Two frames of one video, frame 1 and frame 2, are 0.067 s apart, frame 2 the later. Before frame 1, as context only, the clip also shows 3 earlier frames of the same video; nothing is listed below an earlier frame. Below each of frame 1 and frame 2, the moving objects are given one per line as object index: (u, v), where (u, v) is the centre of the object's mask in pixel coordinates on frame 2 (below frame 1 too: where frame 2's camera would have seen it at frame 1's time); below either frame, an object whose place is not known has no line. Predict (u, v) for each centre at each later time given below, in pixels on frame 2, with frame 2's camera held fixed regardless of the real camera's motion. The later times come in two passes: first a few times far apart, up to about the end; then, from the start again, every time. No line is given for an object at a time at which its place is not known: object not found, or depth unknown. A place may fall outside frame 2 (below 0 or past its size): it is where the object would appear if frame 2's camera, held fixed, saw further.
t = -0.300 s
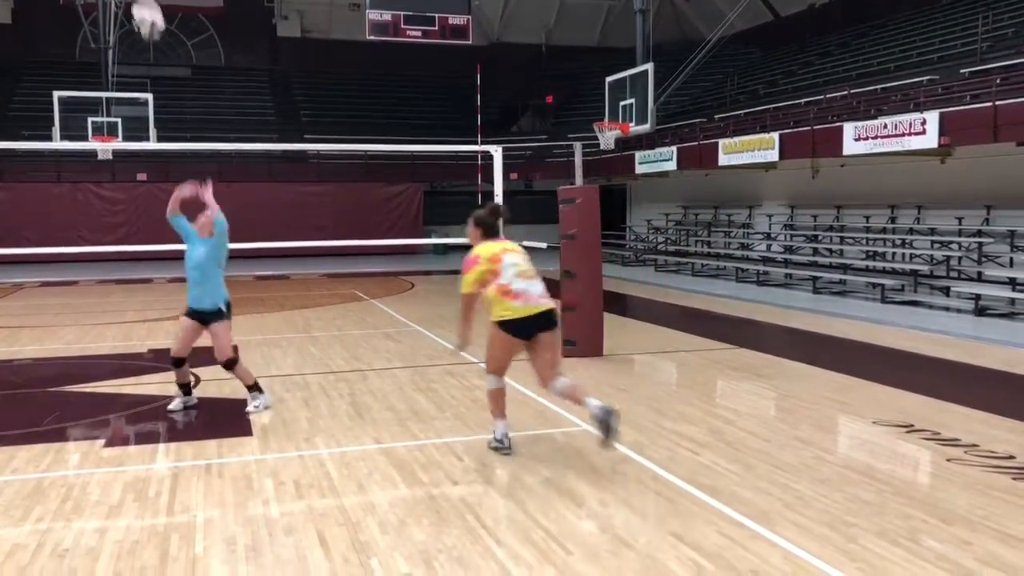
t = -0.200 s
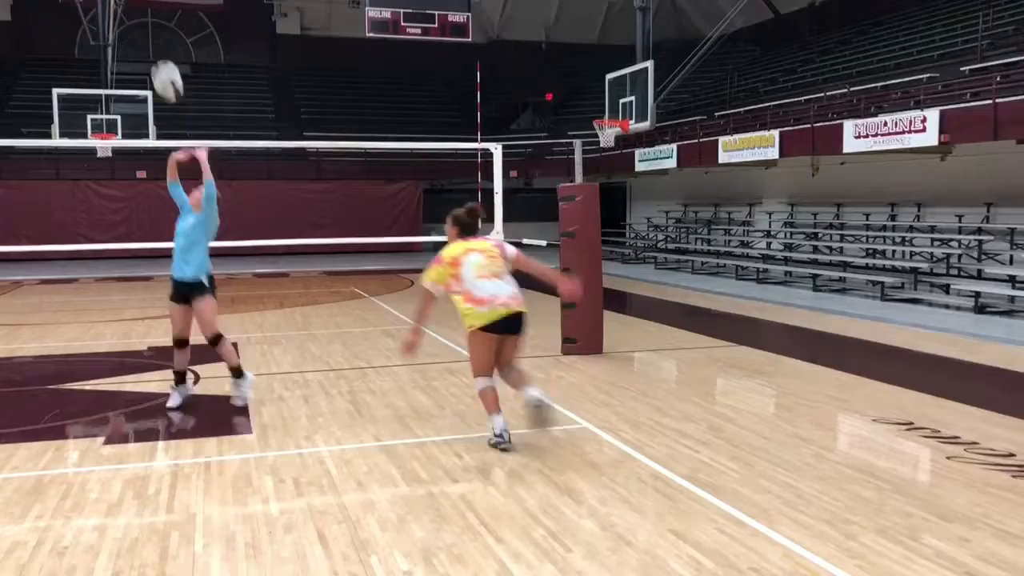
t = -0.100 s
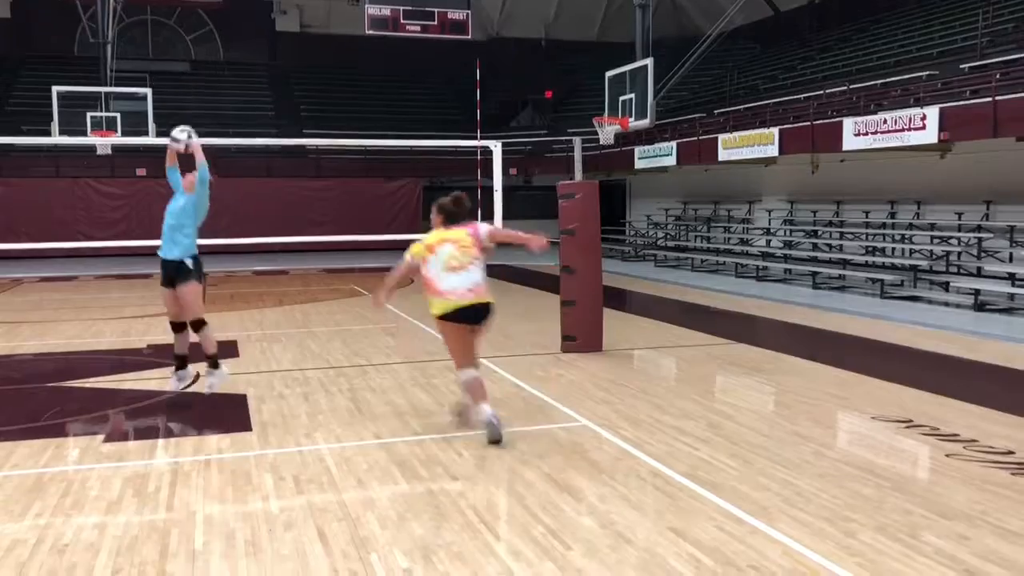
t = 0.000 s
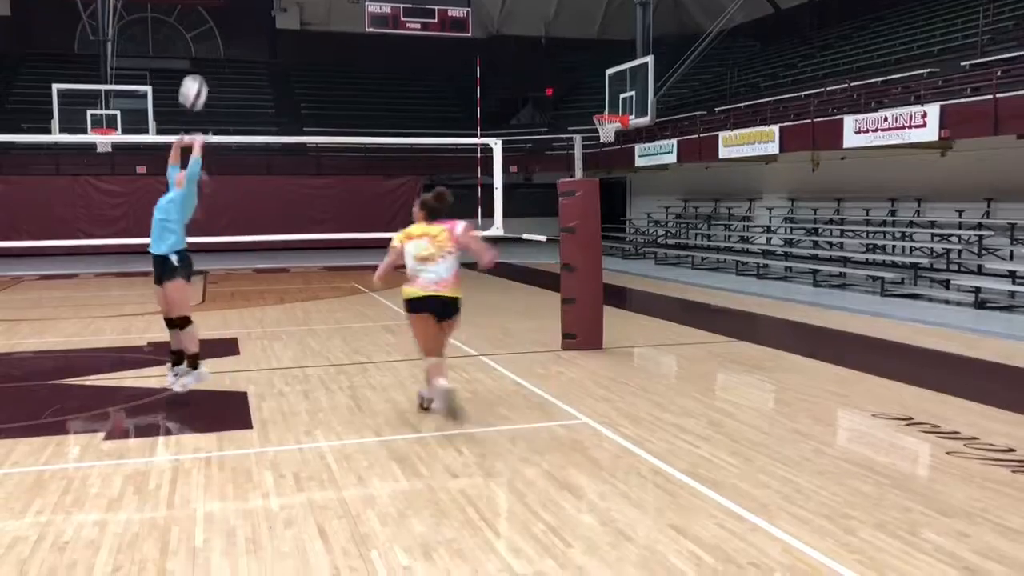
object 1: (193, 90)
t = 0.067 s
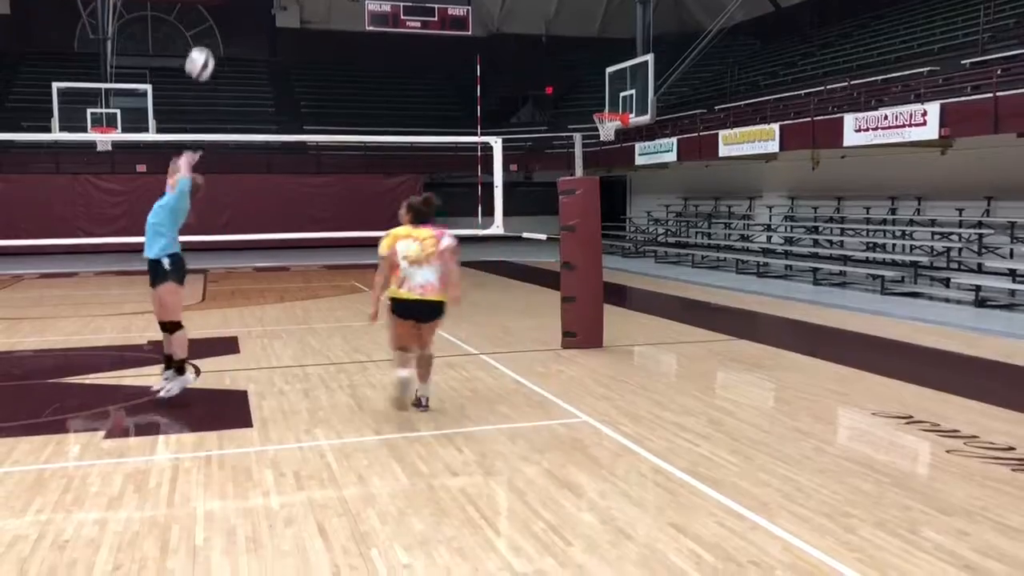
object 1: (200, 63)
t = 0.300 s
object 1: (223, 14)
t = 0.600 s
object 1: (255, 44)
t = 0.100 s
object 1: (203, 52)
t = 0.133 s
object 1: (206, 42)
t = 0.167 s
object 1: (210, 33)
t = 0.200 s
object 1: (213, 26)
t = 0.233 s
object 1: (216, 20)
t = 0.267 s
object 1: (220, 17)
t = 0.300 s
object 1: (223, 14)
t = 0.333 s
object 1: (227, 14)
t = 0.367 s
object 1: (231, 14)
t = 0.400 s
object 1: (234, 14)
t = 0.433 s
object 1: (237, 16)
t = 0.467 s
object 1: (241, 18)
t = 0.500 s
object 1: (244, 22)
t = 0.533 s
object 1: (248, 29)
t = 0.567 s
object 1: (252, 36)
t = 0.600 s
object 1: (255, 44)
